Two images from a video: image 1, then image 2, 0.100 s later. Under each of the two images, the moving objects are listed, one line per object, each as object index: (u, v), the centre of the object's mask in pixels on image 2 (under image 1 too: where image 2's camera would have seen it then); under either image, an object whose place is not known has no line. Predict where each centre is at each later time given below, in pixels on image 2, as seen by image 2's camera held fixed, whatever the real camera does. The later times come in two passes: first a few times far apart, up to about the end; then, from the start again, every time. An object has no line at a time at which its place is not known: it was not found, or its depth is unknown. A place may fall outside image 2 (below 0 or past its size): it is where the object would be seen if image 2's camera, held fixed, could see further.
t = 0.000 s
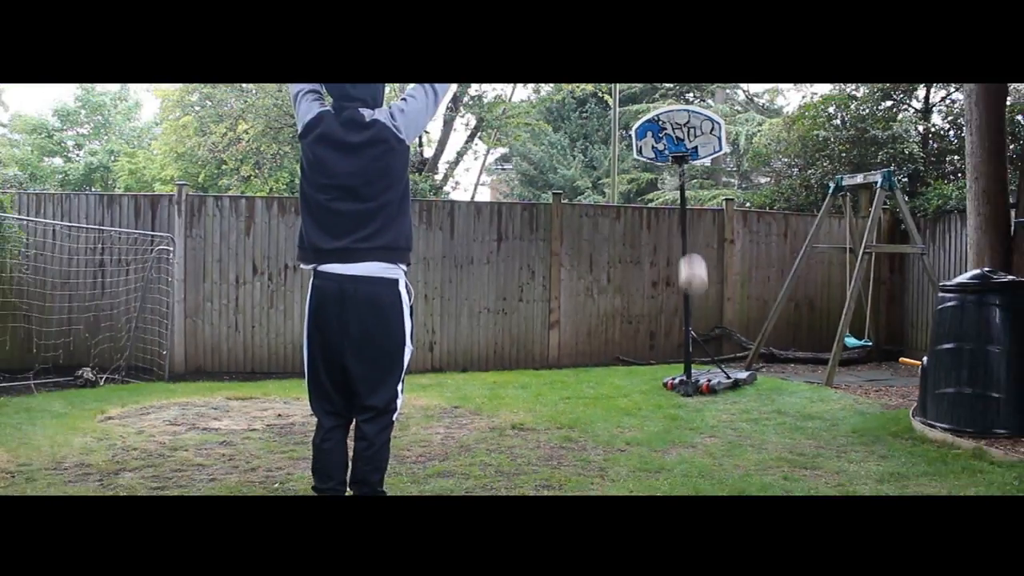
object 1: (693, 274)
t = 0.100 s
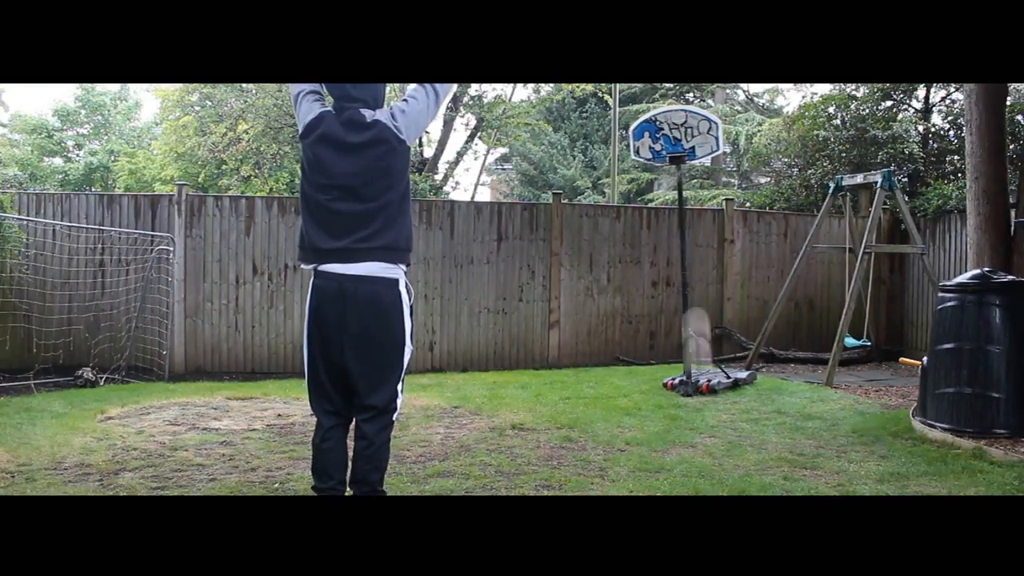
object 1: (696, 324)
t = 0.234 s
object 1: (707, 353)
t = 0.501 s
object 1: (727, 280)
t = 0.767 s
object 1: (749, 303)
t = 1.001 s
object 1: (769, 431)
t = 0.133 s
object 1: (703, 384)
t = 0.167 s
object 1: (700, 389)
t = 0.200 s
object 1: (701, 379)
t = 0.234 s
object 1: (707, 353)
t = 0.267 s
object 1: (709, 346)
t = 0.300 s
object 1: (711, 337)
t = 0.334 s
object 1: (713, 323)
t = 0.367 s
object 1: (716, 310)
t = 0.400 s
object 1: (719, 300)
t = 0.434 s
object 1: (722, 291)
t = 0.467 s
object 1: (724, 284)
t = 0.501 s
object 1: (727, 280)
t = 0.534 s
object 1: (730, 276)
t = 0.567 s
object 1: (732, 275)
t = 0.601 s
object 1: (735, 275)
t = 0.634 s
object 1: (738, 277)
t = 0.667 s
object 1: (741, 280)
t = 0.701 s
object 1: (744, 289)
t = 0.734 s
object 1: (746, 297)
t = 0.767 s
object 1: (749, 303)
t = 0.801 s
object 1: (752, 317)
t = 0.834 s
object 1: (755, 334)
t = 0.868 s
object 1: (757, 343)
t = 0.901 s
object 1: (761, 364)
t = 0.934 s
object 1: (763, 380)
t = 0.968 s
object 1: (766, 407)
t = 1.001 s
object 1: (769, 431)
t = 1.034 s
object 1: (771, 412)
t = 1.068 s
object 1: (771, 404)
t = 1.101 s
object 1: (772, 396)
